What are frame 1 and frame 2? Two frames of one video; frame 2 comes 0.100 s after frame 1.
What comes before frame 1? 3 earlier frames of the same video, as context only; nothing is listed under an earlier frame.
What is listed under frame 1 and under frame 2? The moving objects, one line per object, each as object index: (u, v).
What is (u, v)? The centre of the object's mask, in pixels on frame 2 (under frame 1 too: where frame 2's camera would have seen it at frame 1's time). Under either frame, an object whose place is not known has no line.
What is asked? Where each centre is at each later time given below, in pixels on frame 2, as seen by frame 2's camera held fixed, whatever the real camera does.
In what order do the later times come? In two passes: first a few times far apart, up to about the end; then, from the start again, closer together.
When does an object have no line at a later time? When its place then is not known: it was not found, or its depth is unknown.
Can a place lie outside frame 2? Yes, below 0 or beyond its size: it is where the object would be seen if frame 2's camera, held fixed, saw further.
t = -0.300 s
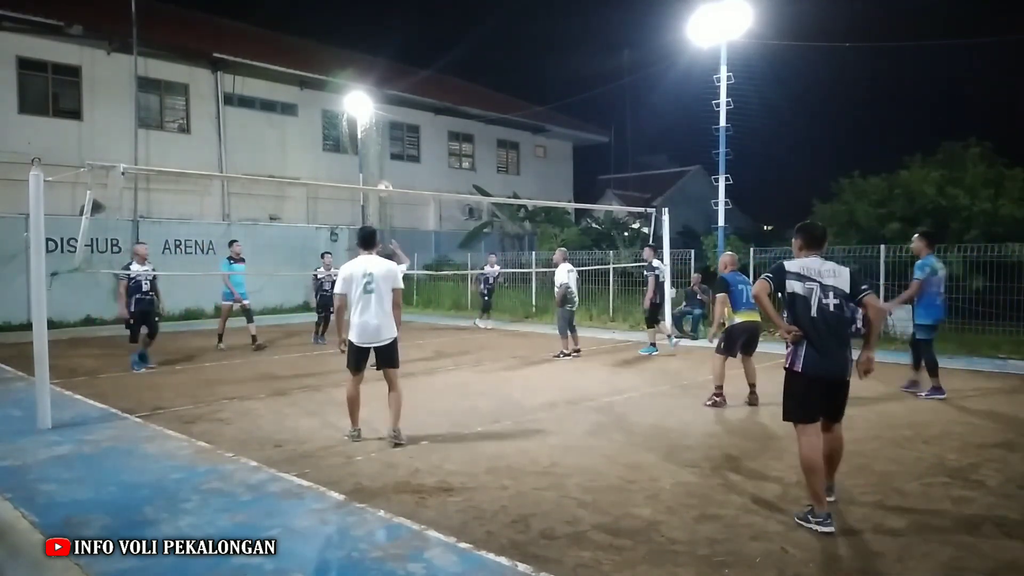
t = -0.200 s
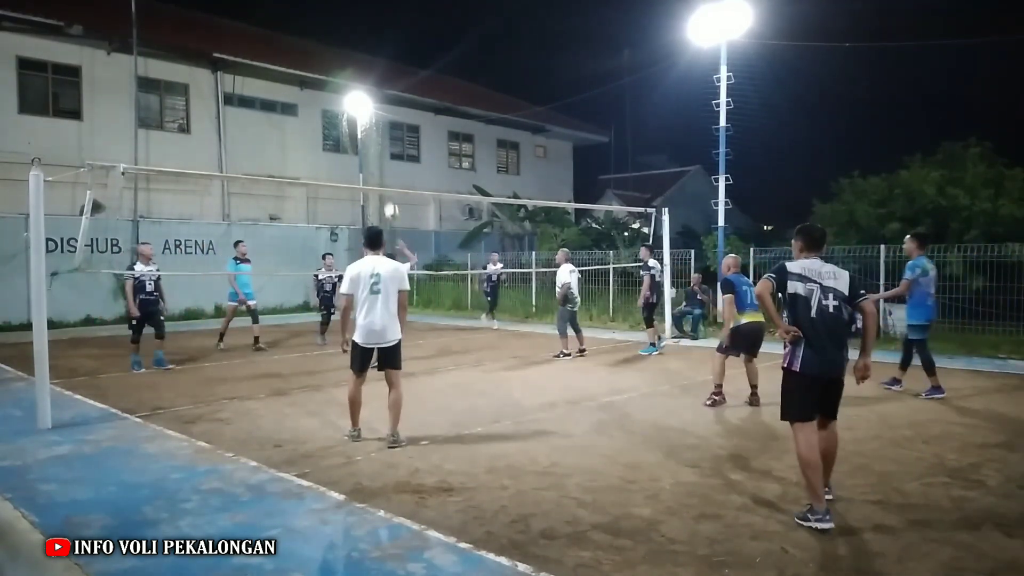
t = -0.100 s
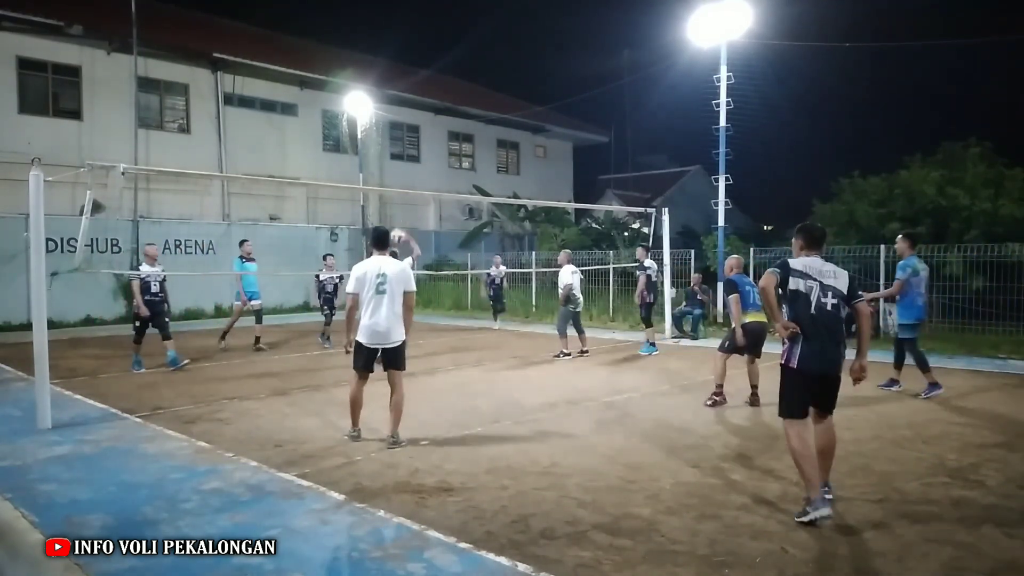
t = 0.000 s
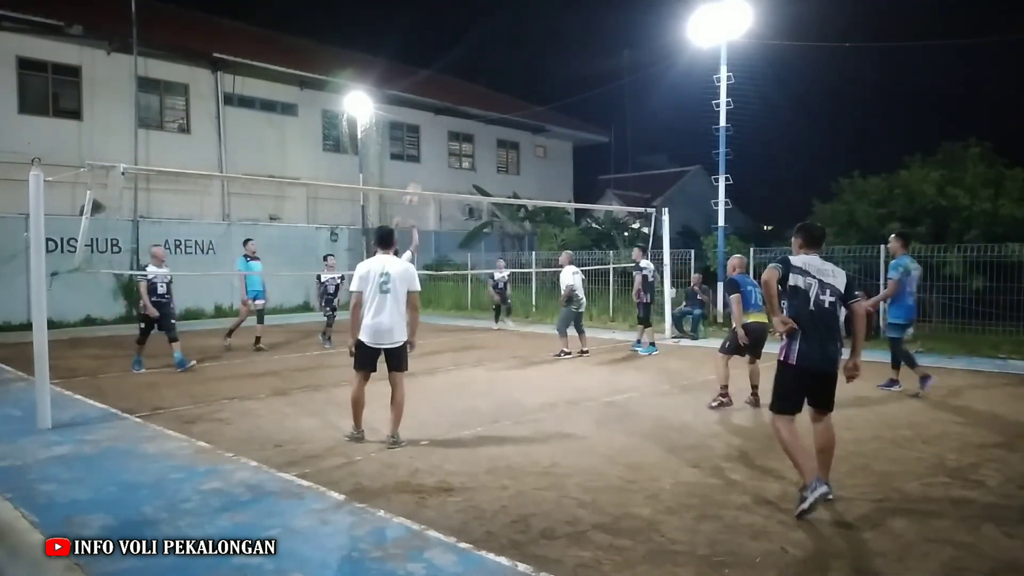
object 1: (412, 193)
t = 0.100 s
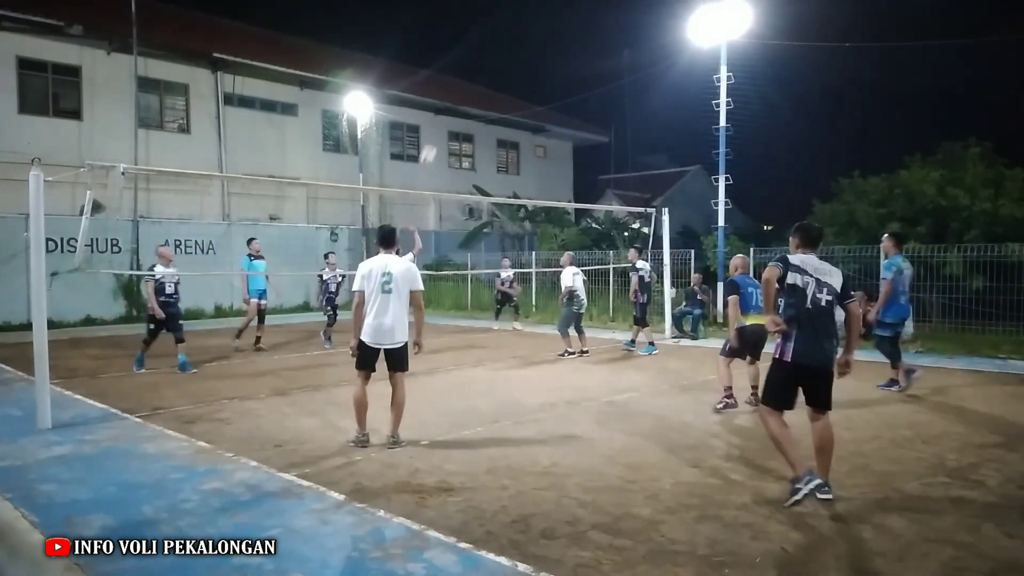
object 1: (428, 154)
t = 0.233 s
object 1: (447, 115)
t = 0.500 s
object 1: (481, 75)
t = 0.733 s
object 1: (509, 78)
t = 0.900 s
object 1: (527, 99)
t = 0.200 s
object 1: (442, 123)
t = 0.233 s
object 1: (447, 115)
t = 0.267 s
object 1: (451, 107)
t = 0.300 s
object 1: (456, 100)
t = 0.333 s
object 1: (460, 94)
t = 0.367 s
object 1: (464, 89)
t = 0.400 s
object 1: (469, 84)
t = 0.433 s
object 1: (473, 80)
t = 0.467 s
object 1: (477, 77)
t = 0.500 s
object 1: (481, 75)
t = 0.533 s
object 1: (485, 73)
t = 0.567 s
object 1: (490, 72)
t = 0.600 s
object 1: (494, 72)
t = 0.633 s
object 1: (498, 73)
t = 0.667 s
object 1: (502, 74)
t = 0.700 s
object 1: (505, 75)
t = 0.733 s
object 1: (509, 78)
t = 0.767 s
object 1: (513, 81)
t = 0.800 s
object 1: (517, 84)
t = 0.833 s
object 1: (520, 89)
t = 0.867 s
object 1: (524, 93)
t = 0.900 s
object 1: (527, 99)
